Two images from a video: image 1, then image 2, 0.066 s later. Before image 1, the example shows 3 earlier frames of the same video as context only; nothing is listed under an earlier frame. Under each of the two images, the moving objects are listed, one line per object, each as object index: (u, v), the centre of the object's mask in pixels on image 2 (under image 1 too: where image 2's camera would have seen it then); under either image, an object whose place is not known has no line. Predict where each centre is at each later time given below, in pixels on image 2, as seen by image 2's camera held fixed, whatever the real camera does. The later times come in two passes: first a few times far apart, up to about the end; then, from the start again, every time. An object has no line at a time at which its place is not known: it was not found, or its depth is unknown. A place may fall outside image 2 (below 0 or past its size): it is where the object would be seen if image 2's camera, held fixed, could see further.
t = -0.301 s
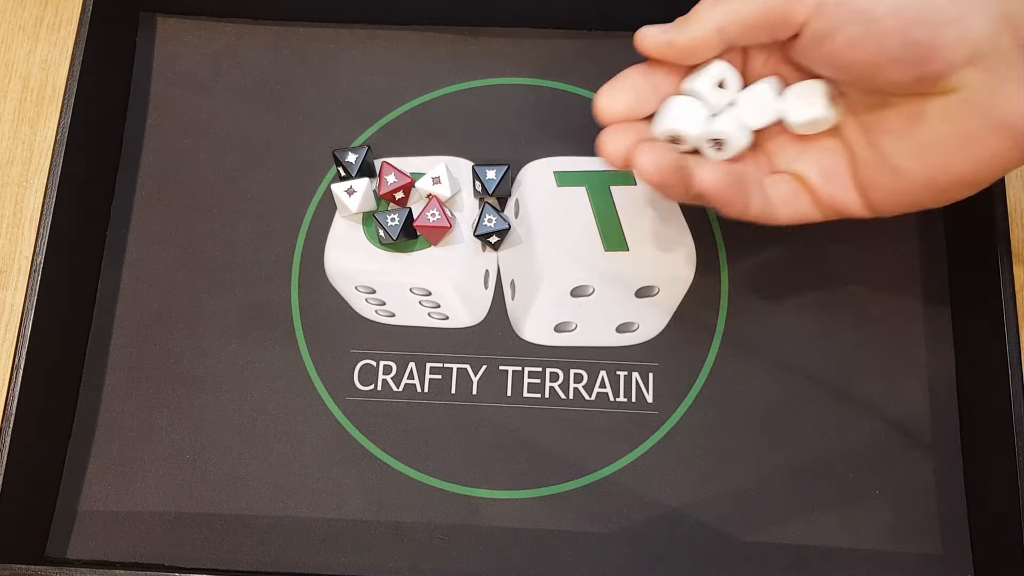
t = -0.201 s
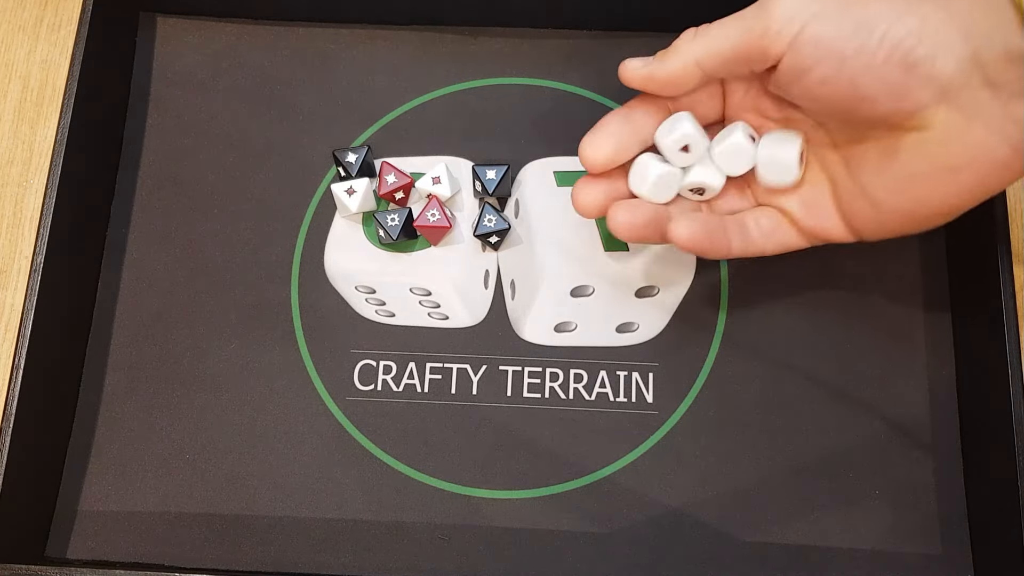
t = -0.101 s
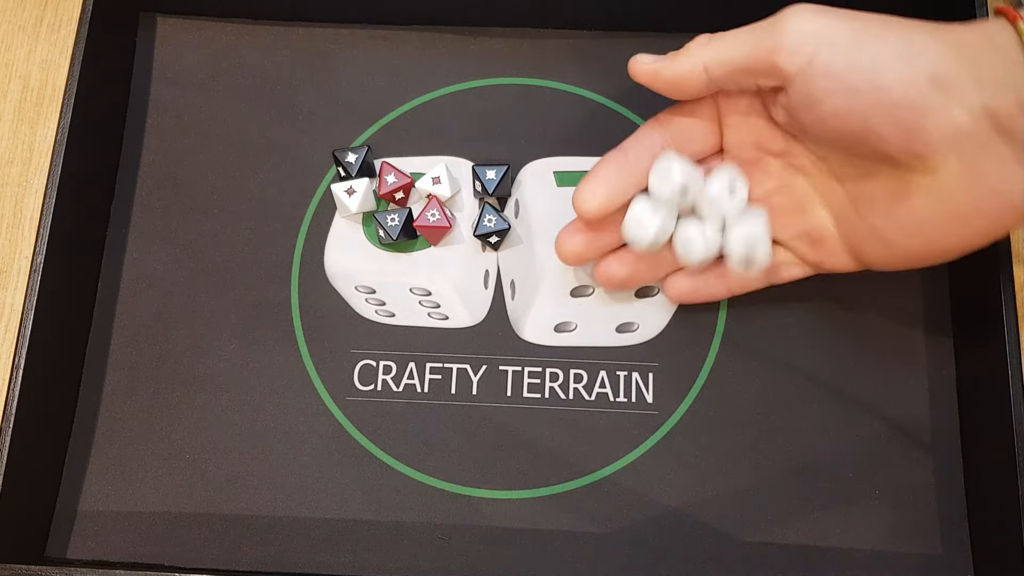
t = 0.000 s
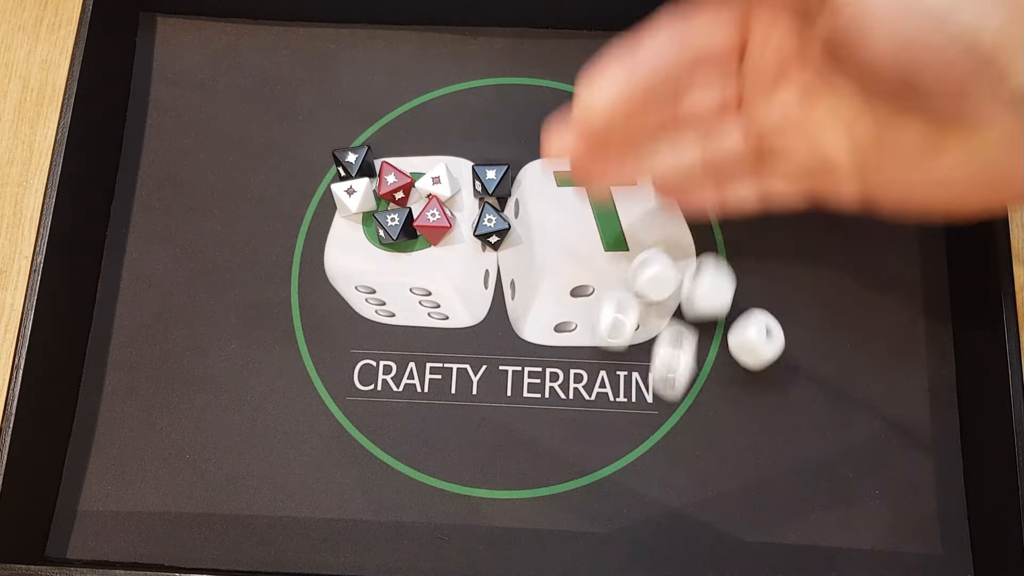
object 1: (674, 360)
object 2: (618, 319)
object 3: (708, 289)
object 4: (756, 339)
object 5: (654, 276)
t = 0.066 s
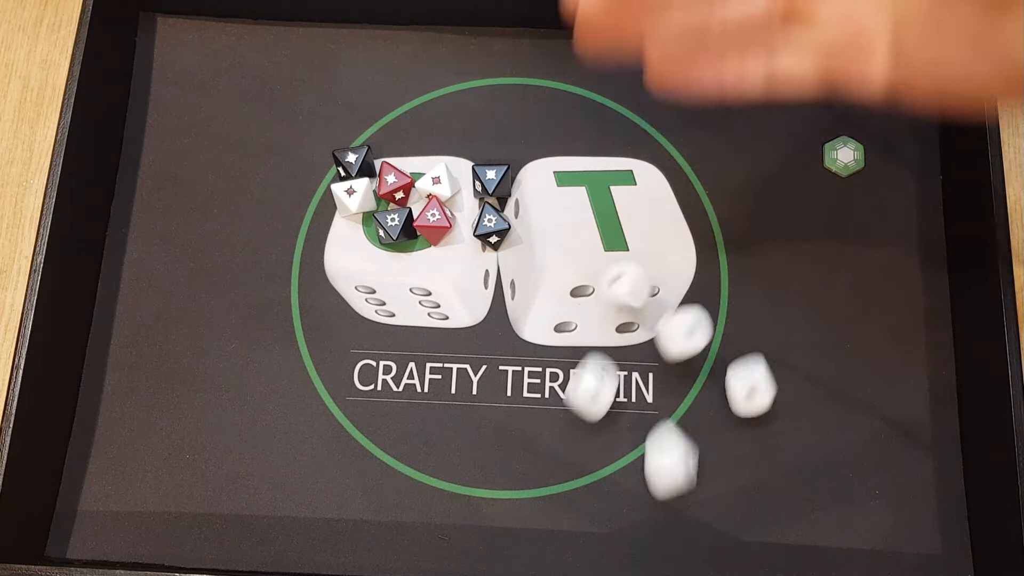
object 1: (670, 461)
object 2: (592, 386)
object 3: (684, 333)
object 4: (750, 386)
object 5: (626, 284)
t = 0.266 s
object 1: (723, 506)
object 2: (476, 490)
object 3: (543, 415)
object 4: (744, 407)
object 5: (575, 295)
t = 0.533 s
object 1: (728, 478)
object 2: (400, 444)
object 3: (473, 416)
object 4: (696, 398)
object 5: (555, 255)
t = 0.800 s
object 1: (728, 478)
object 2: (357, 428)
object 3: (473, 416)
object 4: (696, 398)
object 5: (577, 251)
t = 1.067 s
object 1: (728, 478)
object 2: (358, 427)
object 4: (696, 398)
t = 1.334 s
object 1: (728, 478)
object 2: (358, 427)
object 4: (696, 398)
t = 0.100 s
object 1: (675, 506)
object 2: (576, 414)
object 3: (664, 357)
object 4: (755, 395)
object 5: (610, 295)
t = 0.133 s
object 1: (679, 545)
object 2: (559, 439)
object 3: (645, 380)
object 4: (759, 402)
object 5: (594, 304)
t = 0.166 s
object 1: (690, 554)
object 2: (536, 461)
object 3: (618, 394)
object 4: (759, 415)
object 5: (586, 305)
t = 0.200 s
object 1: (702, 542)
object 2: (514, 476)
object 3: (592, 402)
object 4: (756, 416)
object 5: (583, 301)
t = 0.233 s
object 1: (715, 524)
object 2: (493, 485)
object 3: (564, 410)
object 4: (750, 413)
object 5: (579, 297)
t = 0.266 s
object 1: (723, 506)
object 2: (476, 490)
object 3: (543, 415)
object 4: (744, 407)
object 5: (575, 295)
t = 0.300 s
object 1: (729, 492)
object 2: (462, 490)
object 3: (529, 418)
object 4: (737, 402)
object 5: (572, 297)
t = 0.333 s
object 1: (730, 483)
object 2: (446, 484)
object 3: (511, 421)
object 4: (726, 397)
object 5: (573, 291)
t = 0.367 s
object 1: (731, 478)
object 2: (436, 478)
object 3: (495, 418)
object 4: (715, 395)
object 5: (566, 285)
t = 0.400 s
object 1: (729, 477)
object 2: (426, 471)
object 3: (485, 415)
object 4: (703, 398)
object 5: (561, 281)
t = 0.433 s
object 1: (728, 478)
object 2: (420, 466)
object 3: (476, 414)
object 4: (697, 398)
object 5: (559, 275)
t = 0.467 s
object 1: (728, 478)
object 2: (413, 461)
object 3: (473, 415)
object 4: (696, 398)
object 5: (556, 270)
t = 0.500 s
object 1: (728, 478)
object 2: (406, 451)
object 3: (473, 416)
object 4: (696, 398)
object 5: (557, 263)
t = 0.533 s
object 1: (728, 478)
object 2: (400, 444)
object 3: (473, 416)
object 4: (696, 398)
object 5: (555, 255)
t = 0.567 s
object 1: (728, 478)
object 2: (391, 435)
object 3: (473, 416)
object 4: (696, 398)
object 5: (559, 251)
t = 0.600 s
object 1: (728, 478)
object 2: (384, 426)
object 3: (473, 416)
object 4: (696, 398)
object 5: (563, 248)
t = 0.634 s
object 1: (728, 478)
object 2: (378, 419)
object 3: (473, 416)
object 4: (696, 398)
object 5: (568, 246)
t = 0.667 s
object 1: (728, 478)
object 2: (369, 418)
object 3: (473, 416)
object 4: (696, 398)
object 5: (572, 244)
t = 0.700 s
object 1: (728, 478)
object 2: (363, 418)
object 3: (473, 416)
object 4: (696, 398)
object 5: (577, 246)
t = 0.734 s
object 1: (728, 478)
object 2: (357, 422)
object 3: (473, 416)
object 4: (696, 398)
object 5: (579, 249)
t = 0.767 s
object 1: (728, 478)
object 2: (356, 426)
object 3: (473, 416)
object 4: (696, 398)
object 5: (577, 250)
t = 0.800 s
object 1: (728, 478)
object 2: (357, 428)
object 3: (473, 416)
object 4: (696, 398)
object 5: (577, 251)
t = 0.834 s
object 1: (728, 478)
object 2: (358, 427)
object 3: (473, 416)
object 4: (696, 398)
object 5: (577, 251)
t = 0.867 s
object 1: (728, 478)
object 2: (358, 427)
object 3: (473, 416)
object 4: (696, 398)
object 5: (577, 251)
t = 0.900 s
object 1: (728, 478)
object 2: (358, 427)
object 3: (473, 416)
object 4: (696, 398)
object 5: (577, 250)
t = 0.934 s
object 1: (728, 478)
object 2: (358, 428)
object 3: (473, 416)
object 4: (696, 398)
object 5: (577, 251)
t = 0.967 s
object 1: (728, 478)
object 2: (358, 428)
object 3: (473, 416)
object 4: (696, 398)
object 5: (577, 250)
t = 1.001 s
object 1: (728, 478)
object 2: (358, 428)
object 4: (696, 398)
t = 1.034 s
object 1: (728, 478)
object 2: (358, 428)
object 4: (696, 398)
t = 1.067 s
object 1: (728, 478)
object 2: (358, 427)
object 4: (696, 398)
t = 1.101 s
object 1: (728, 478)
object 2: (358, 427)
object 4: (696, 398)
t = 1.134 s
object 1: (728, 478)
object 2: (358, 427)
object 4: (696, 398)
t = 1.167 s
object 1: (728, 478)
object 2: (358, 427)
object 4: (696, 398)
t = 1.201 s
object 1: (728, 478)
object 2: (358, 427)
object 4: (696, 398)
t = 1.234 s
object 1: (728, 478)
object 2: (358, 427)
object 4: (696, 398)
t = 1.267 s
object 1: (728, 478)
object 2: (358, 427)
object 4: (696, 398)
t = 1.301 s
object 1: (728, 478)
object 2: (358, 427)
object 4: (696, 398)
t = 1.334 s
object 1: (728, 478)
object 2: (358, 427)
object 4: (696, 398)
